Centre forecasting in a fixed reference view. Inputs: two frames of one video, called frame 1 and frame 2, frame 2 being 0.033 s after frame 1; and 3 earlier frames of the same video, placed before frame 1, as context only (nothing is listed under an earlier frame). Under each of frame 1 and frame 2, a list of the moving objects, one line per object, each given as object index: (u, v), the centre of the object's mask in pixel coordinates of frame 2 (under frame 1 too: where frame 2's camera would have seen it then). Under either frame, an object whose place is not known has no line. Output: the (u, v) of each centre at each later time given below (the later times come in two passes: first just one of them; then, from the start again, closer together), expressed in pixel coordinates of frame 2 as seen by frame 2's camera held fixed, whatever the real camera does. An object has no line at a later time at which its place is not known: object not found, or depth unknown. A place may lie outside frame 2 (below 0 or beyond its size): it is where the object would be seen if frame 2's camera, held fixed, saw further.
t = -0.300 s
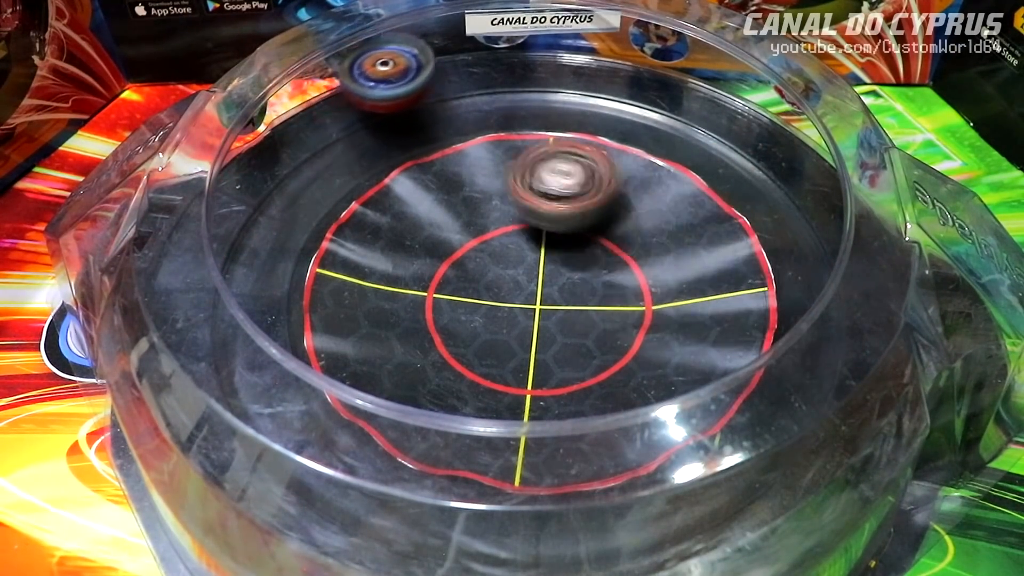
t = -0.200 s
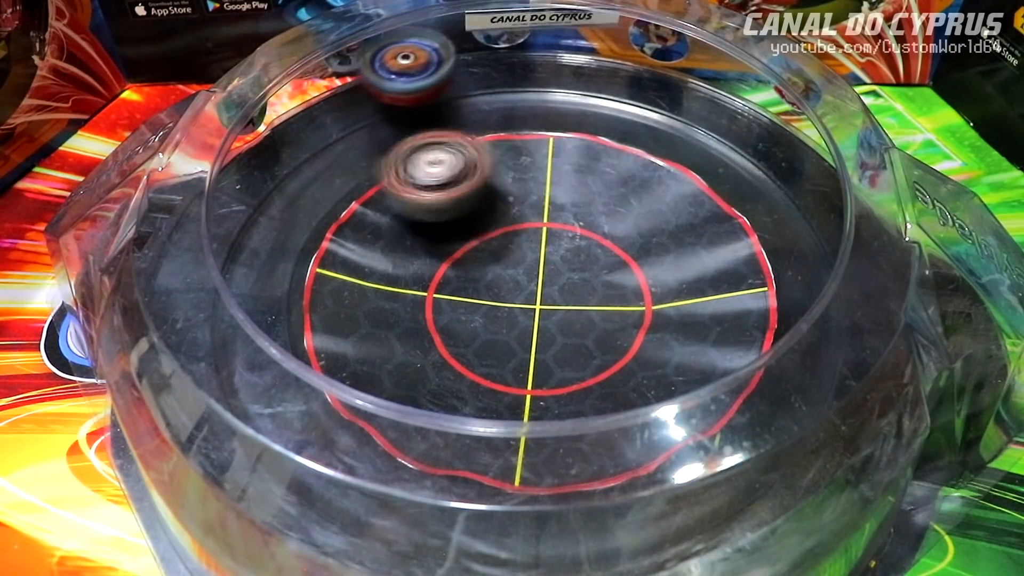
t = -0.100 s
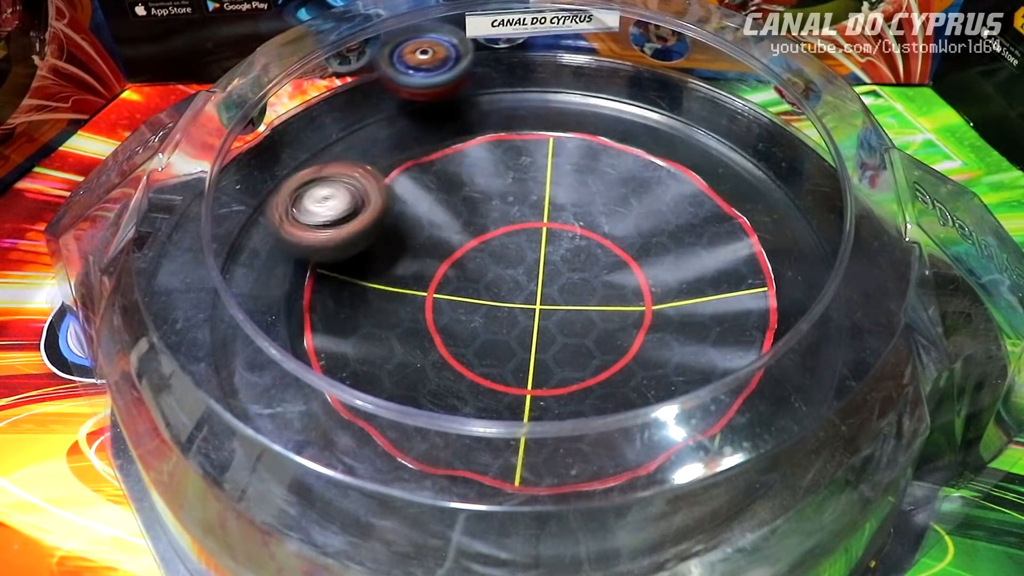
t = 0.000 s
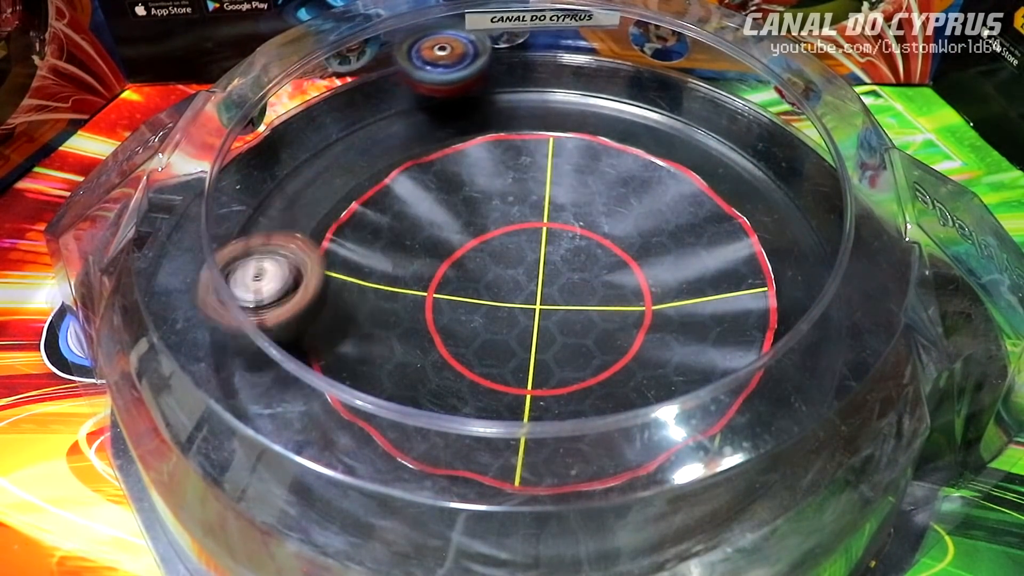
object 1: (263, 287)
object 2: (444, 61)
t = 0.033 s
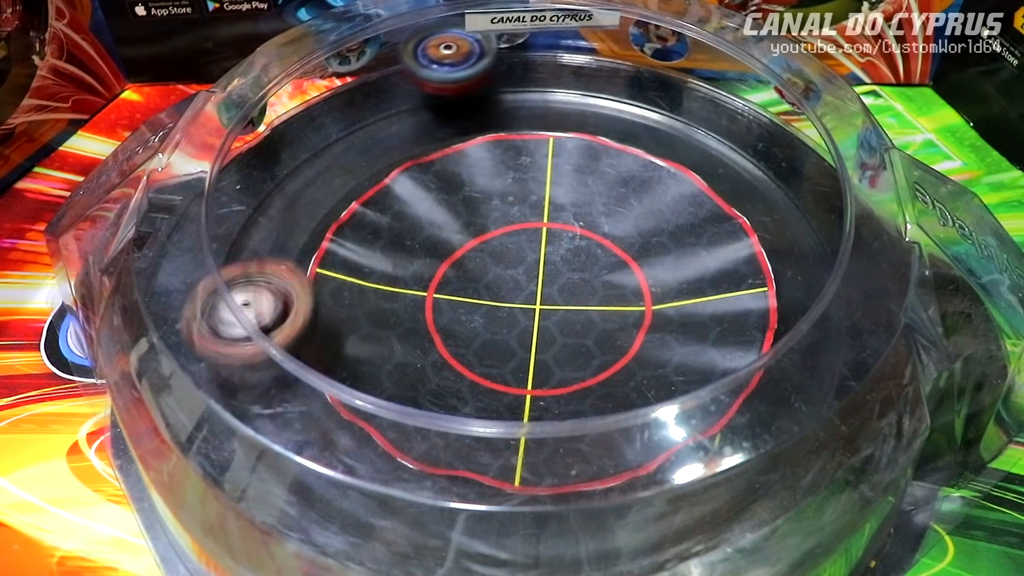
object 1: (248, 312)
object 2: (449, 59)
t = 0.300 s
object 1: (334, 440)
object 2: (488, 61)
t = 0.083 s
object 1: (234, 353)
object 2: (457, 59)
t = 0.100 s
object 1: (233, 364)
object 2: (460, 59)
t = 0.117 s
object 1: (231, 382)
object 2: (463, 59)
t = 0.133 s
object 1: (233, 387)
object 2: (466, 59)
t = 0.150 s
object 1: (240, 395)
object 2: (470, 59)
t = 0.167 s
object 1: (252, 410)
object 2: (473, 59)
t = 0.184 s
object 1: (262, 414)
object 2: (475, 59)
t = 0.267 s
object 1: (314, 435)
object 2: (486, 60)
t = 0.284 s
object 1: (323, 438)
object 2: (488, 61)
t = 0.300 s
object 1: (334, 440)
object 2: (488, 61)
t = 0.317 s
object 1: (342, 442)
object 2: (487, 62)
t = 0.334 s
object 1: (350, 444)
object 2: (486, 64)
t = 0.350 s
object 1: (359, 445)
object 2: (485, 70)
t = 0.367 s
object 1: (367, 446)
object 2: (483, 70)
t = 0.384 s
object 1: (375, 446)
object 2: (481, 74)
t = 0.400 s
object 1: (382, 448)
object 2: (482, 78)
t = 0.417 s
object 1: (389, 446)
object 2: (484, 83)
